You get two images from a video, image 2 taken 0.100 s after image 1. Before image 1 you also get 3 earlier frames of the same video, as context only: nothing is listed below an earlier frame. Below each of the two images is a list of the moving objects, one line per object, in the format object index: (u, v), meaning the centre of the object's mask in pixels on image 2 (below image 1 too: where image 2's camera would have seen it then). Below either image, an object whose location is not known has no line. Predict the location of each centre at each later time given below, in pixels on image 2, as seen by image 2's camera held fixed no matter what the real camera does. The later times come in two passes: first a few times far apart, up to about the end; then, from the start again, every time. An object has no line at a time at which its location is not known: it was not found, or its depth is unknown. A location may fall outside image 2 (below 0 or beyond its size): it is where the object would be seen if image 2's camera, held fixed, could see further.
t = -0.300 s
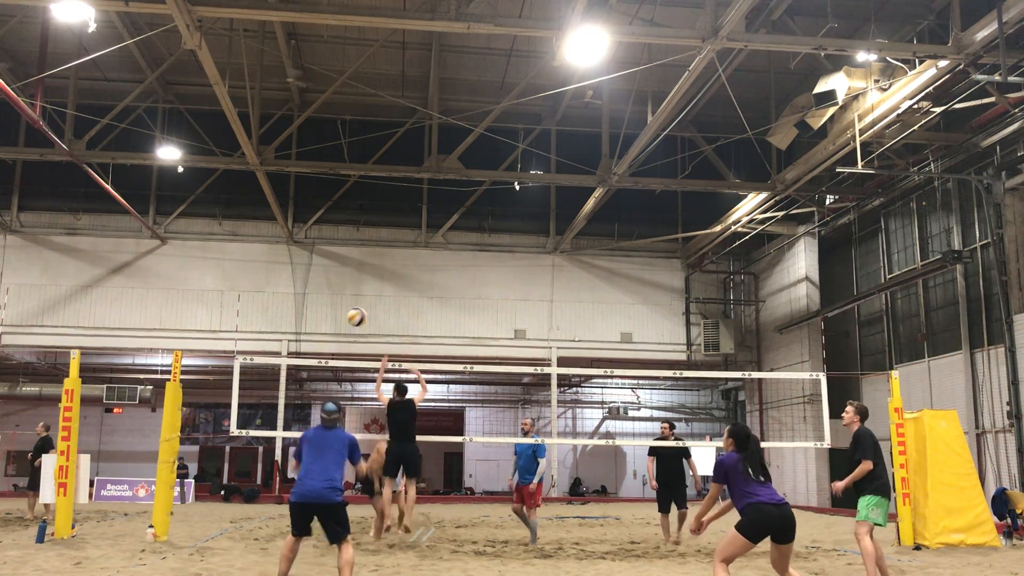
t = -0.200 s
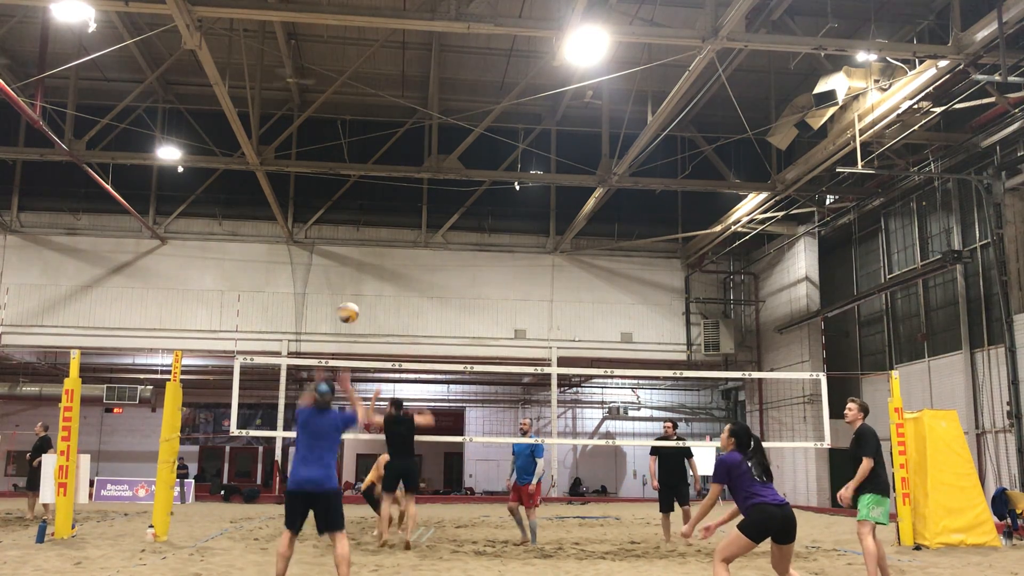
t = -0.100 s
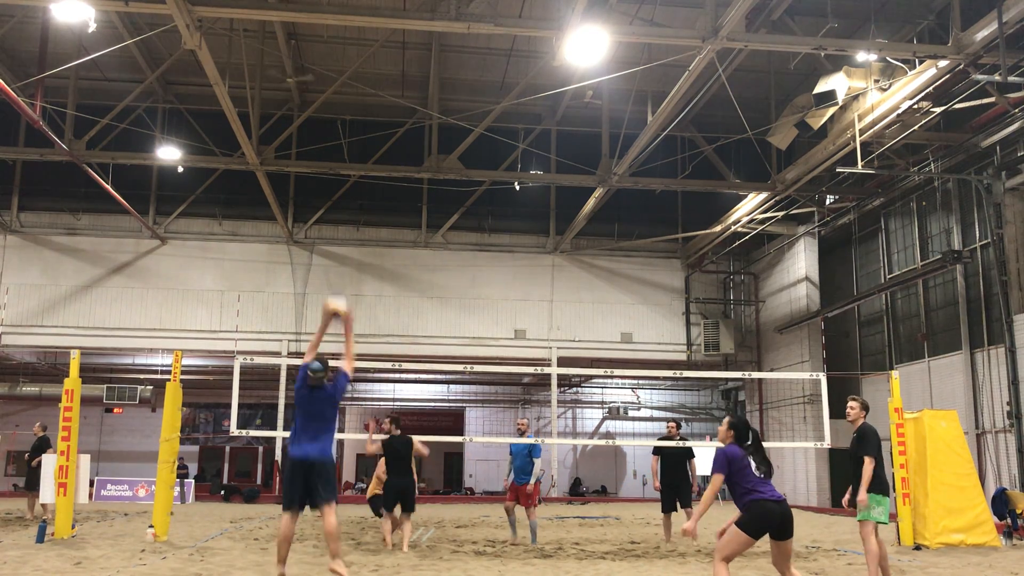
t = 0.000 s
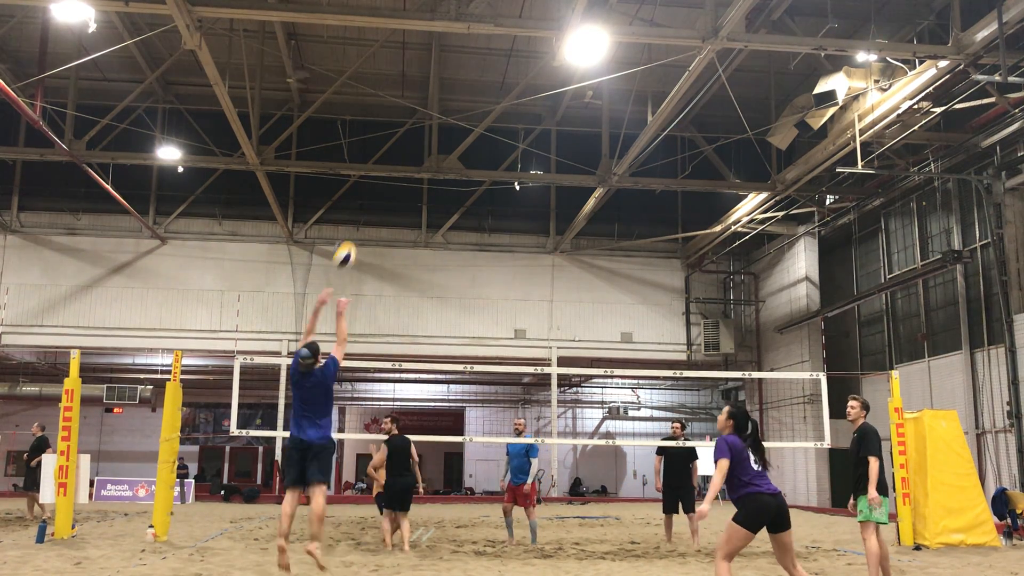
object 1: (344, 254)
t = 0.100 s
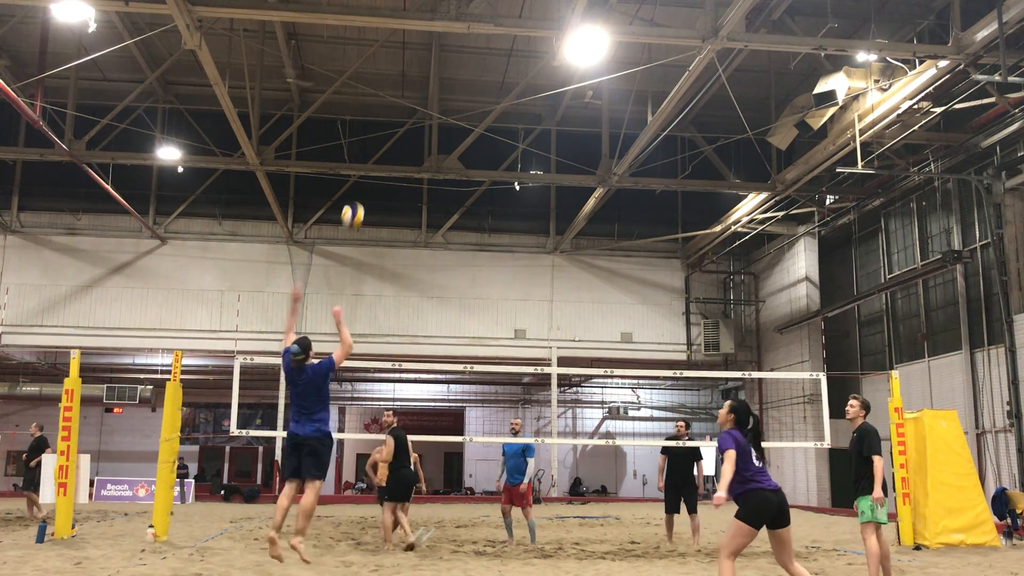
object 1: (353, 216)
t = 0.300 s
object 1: (368, 168)
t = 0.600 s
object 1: (387, 169)
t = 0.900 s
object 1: (402, 246)
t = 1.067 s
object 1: (409, 320)
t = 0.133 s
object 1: (355, 205)
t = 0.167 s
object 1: (358, 195)
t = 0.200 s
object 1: (361, 185)
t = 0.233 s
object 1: (363, 179)
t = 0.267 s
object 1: (366, 173)
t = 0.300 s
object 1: (368, 168)
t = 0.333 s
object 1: (370, 164)
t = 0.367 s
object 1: (372, 161)
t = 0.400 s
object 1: (375, 160)
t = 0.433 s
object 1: (377, 158)
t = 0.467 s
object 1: (379, 159)
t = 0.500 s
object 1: (381, 160)
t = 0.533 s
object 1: (383, 161)
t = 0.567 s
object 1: (385, 165)
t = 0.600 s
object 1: (387, 169)
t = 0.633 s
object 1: (389, 174)
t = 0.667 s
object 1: (390, 180)
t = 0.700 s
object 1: (392, 187)
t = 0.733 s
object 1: (394, 194)
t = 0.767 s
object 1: (396, 203)
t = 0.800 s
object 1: (397, 212)
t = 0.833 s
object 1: (399, 223)
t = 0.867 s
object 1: (400, 234)
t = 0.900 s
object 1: (402, 246)
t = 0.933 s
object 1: (403, 258)
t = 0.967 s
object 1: (405, 272)
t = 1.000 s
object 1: (406, 288)
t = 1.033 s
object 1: (408, 304)
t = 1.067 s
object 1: (409, 320)
